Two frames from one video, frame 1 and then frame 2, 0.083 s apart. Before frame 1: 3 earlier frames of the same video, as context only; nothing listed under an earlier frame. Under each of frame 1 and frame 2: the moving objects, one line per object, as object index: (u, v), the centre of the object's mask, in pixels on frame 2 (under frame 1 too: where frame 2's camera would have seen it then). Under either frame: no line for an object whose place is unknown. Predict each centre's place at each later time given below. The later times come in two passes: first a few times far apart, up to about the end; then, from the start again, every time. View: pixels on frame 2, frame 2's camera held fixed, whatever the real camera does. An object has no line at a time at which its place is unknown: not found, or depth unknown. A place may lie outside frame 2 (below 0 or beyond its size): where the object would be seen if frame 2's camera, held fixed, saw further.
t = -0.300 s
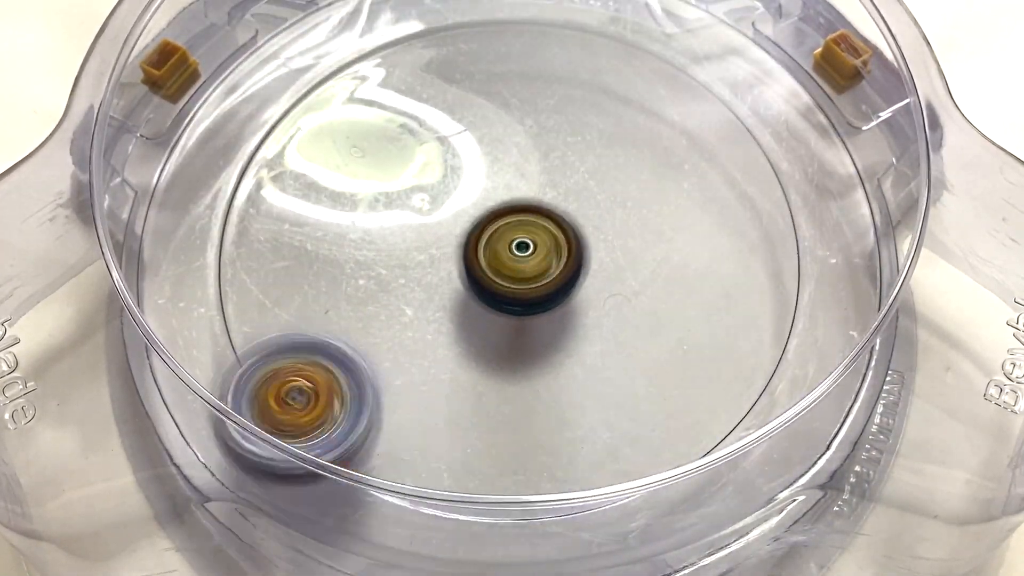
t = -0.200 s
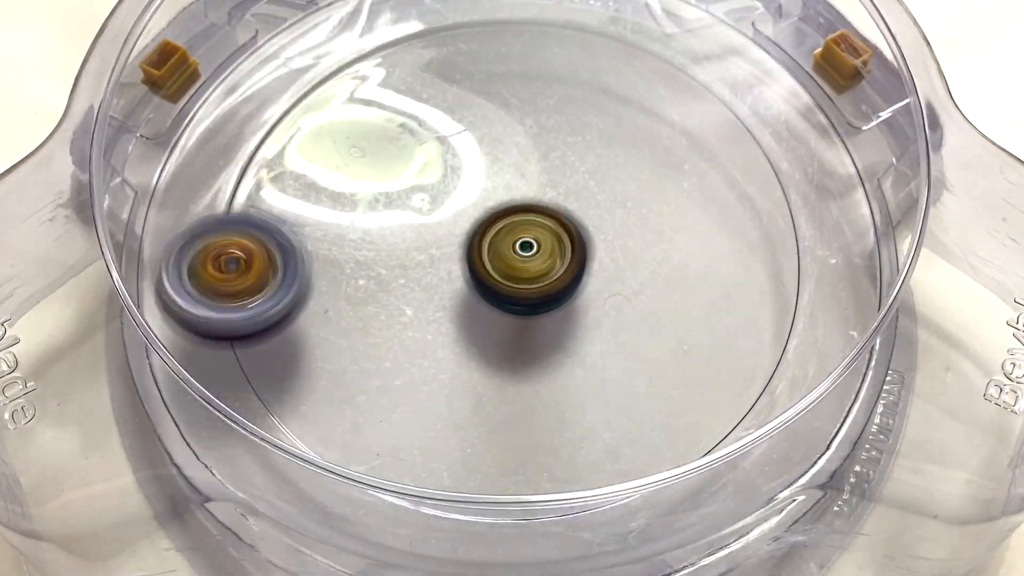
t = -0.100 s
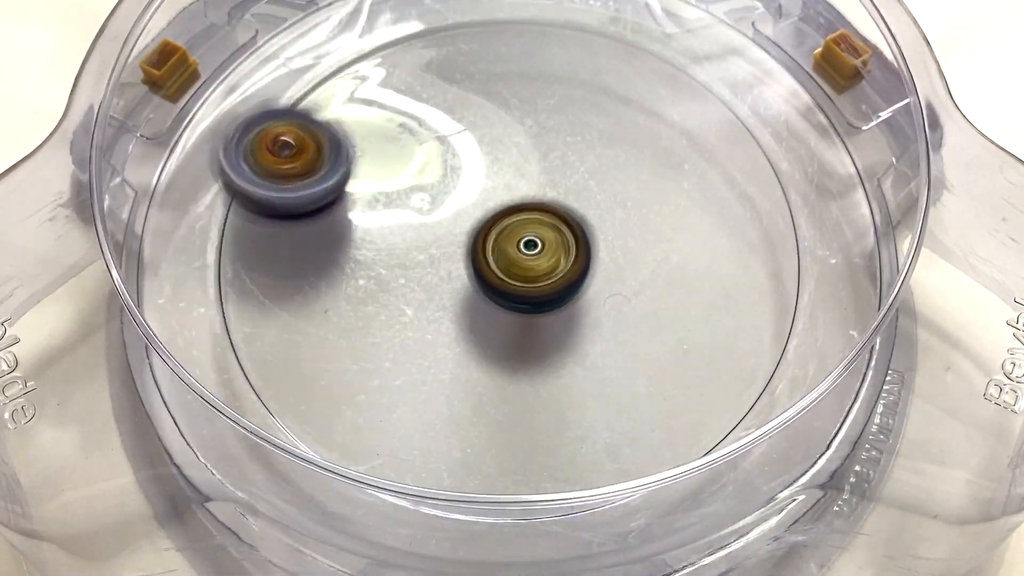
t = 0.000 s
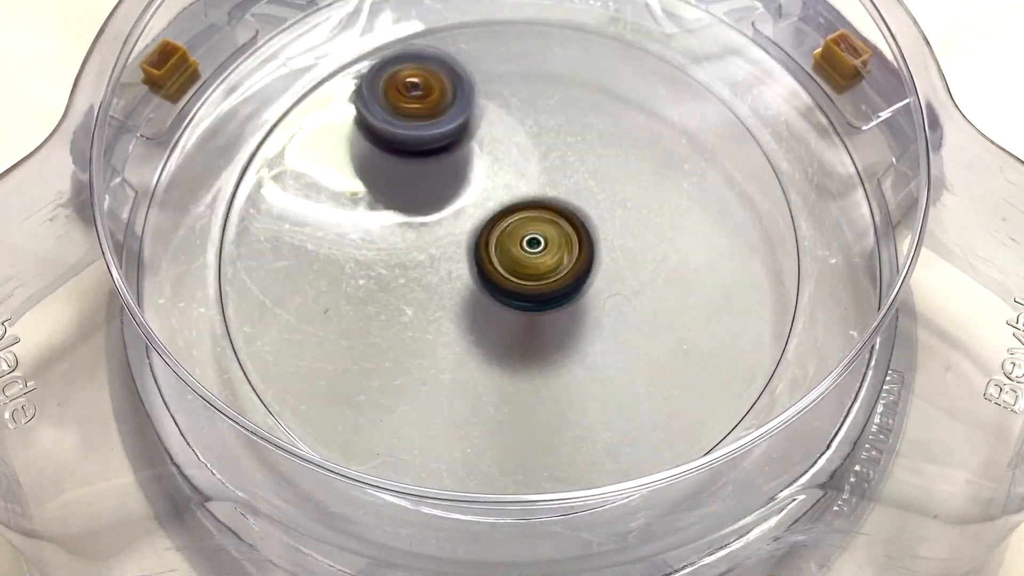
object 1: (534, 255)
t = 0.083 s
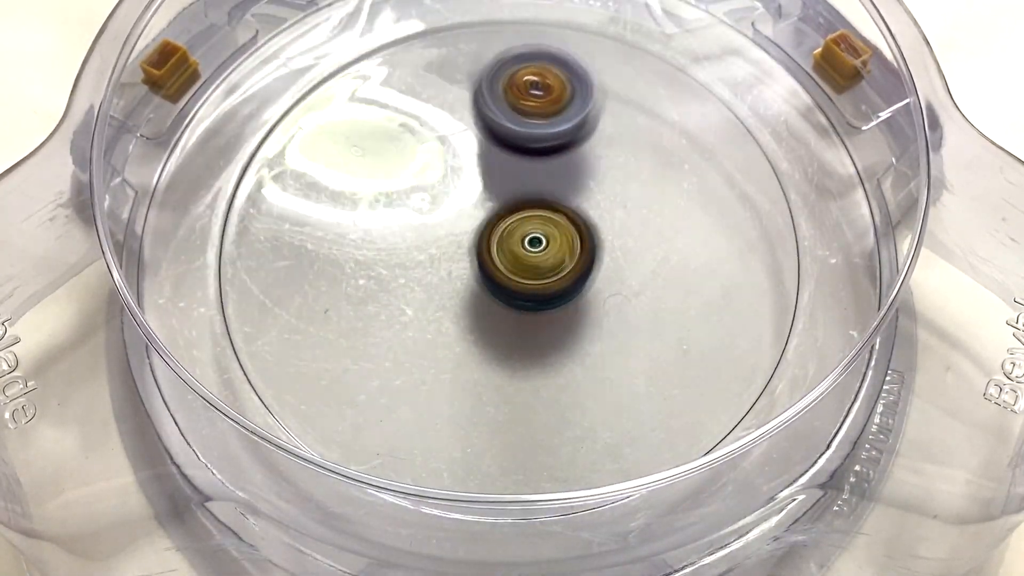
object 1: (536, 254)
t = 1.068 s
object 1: (526, 236)
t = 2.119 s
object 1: (510, 245)
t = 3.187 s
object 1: (523, 255)
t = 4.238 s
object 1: (569, 242)
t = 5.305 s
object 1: (420, 328)
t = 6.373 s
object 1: (595, 190)
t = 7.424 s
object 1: (567, 269)
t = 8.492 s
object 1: (498, 343)
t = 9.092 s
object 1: (486, 305)
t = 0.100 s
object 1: (535, 254)
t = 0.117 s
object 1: (536, 253)
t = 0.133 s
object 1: (536, 253)
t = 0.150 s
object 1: (537, 253)
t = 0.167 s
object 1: (537, 253)
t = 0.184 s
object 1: (537, 253)
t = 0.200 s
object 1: (537, 252)
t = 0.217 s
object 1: (537, 252)
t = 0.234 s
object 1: (538, 252)
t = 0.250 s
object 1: (538, 251)
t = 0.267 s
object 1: (538, 251)
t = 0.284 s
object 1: (538, 251)
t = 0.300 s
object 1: (537, 250)
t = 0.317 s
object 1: (538, 250)
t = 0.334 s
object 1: (538, 250)
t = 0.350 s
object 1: (538, 250)
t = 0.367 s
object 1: (537, 250)
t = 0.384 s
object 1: (537, 249)
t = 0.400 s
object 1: (537, 249)
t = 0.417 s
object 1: (537, 248)
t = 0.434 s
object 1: (537, 248)
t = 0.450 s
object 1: (537, 248)
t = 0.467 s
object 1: (537, 248)
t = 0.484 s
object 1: (536, 246)
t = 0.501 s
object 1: (536, 245)
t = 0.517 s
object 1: (536, 245)
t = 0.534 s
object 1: (536, 245)
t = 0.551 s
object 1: (536, 244)
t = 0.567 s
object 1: (536, 244)
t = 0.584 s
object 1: (535, 243)
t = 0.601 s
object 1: (535, 243)
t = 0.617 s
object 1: (535, 242)
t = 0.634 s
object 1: (535, 242)
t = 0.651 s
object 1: (535, 241)
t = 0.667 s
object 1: (535, 241)
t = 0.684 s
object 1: (534, 240)
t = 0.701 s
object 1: (535, 240)
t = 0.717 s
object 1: (534, 239)
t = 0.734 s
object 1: (534, 239)
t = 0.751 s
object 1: (533, 239)
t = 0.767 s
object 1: (533, 238)
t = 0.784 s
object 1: (533, 238)
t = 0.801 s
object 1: (532, 238)
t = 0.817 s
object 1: (532, 238)
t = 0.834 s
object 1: (531, 238)
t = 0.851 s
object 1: (530, 237)
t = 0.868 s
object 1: (530, 237)
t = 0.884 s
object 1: (530, 237)
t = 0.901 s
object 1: (530, 237)
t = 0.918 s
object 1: (530, 237)
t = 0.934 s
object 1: (529, 237)
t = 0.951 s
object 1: (528, 236)
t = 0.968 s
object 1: (528, 236)
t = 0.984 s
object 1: (528, 236)
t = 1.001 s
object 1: (528, 237)
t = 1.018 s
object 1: (527, 237)
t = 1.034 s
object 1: (526, 236)
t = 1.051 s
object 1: (526, 236)
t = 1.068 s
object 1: (526, 236)
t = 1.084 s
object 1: (525, 237)
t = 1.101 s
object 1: (524, 237)
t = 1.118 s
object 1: (524, 236)
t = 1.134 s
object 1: (524, 236)
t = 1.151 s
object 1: (524, 237)
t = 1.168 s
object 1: (523, 237)
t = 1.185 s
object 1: (522, 237)
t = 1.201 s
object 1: (522, 237)
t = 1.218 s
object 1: (522, 237)
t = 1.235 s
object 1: (522, 237)
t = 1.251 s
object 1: (521, 238)
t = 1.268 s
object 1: (520, 238)
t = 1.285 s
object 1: (519, 238)
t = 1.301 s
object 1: (518, 238)
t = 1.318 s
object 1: (518, 239)
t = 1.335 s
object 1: (517, 239)
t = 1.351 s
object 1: (516, 239)
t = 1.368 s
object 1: (515, 239)
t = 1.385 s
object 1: (514, 240)
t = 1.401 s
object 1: (514, 240)
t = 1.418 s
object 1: (513, 240)
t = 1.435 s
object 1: (512, 240)
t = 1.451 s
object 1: (511, 240)
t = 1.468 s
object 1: (511, 240)
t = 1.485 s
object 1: (510, 240)
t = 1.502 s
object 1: (509, 240)
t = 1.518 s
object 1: (508, 240)
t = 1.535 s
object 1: (507, 239)
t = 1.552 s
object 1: (507, 239)
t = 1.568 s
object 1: (507, 239)
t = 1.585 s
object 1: (506, 240)
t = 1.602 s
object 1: (506, 240)
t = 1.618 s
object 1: (506, 239)
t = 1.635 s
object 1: (505, 240)
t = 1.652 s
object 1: (505, 240)
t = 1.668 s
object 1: (505, 240)
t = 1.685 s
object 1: (505, 240)
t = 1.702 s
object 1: (505, 240)
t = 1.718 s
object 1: (505, 241)
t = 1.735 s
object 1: (505, 241)
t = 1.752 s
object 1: (505, 241)
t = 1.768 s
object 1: (505, 241)
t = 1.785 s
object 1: (505, 241)
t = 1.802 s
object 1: (505, 241)
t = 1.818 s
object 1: (505, 241)
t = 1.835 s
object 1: (505, 241)
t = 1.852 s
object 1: (506, 241)
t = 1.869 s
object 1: (506, 241)
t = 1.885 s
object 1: (505, 242)
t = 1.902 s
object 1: (505, 241)
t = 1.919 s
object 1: (505, 242)
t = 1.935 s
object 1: (506, 242)
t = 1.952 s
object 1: (506, 242)
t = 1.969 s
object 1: (506, 242)
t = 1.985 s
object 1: (506, 242)
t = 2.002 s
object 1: (507, 243)
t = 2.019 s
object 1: (507, 244)
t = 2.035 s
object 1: (507, 244)
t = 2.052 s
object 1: (507, 244)
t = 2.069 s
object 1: (508, 244)
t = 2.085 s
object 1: (509, 245)
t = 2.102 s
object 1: (509, 245)
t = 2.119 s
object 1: (510, 245)
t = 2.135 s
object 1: (510, 245)
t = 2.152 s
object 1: (511, 246)
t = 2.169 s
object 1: (512, 247)
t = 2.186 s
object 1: (512, 247)
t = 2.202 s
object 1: (512, 247)
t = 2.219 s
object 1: (513, 248)
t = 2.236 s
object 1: (514, 249)
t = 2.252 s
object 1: (514, 250)
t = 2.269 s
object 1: (514, 250)
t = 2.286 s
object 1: (514, 251)
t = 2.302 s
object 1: (515, 251)
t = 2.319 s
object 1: (515, 252)
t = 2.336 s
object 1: (515, 253)
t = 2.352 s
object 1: (516, 253)
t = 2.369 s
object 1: (516, 254)
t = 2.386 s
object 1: (517, 255)
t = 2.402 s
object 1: (517, 255)
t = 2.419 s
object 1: (517, 255)
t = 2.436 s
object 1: (518, 256)
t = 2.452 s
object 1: (518, 256)
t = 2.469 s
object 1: (518, 256)
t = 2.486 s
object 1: (518, 256)
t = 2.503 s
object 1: (519, 257)
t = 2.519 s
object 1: (519, 257)
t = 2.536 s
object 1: (519, 257)
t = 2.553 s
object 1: (519, 257)
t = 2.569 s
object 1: (519, 257)
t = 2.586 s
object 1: (519, 257)
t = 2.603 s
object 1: (519, 256)
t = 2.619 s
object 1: (520, 255)
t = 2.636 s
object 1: (520, 254)
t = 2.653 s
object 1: (521, 254)
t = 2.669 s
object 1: (522, 254)
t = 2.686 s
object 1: (522, 255)
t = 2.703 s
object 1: (522, 255)
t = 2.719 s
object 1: (522, 256)
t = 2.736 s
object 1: (522, 256)
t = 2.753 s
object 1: (522, 256)
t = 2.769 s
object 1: (522, 255)
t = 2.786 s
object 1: (522, 255)
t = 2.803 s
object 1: (522, 255)
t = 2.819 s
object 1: (522, 255)
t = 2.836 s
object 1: (522, 255)
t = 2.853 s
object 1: (522, 255)
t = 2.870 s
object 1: (521, 255)
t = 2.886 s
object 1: (521, 255)
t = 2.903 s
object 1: (521, 255)
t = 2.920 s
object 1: (521, 255)
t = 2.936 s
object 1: (521, 255)
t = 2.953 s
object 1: (521, 255)
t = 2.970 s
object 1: (521, 256)
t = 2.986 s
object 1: (522, 256)
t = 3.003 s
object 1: (522, 256)
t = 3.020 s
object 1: (522, 256)
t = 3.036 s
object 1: (523, 255)
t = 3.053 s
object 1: (523, 255)
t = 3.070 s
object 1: (523, 255)
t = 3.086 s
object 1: (524, 254)
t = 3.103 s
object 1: (524, 255)
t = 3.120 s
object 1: (523, 254)
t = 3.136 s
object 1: (523, 254)
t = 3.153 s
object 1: (523, 254)
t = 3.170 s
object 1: (523, 255)
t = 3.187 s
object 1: (523, 255)
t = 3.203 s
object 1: (523, 255)
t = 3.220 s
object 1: (523, 255)
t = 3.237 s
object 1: (524, 255)
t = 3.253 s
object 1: (523, 256)
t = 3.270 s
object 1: (523, 256)
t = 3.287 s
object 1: (524, 256)
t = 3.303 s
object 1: (524, 257)
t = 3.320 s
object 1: (524, 257)
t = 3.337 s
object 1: (525, 256)
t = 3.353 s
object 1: (525, 257)
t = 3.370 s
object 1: (526, 257)
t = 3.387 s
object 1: (526, 257)
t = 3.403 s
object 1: (527, 257)
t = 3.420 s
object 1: (527, 258)
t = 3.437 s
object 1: (525, 260)
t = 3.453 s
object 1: (524, 260)
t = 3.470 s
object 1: (524, 260)
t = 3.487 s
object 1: (523, 261)
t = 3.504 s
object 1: (522, 261)
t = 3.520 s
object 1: (521, 261)
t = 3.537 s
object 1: (521, 261)
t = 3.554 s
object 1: (521, 261)
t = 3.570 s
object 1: (520, 260)
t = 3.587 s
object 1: (520, 260)
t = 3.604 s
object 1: (521, 260)
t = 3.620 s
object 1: (520, 260)
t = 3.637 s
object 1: (520, 260)
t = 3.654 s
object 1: (521, 260)
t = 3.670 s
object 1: (520, 260)
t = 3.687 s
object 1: (519, 259)
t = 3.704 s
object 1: (519, 259)
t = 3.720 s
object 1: (519, 259)
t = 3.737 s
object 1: (519, 259)
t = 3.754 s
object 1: (519, 258)
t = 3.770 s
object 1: (519, 258)
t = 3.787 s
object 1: (520, 258)
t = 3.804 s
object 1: (519, 258)
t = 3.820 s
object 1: (520, 257)
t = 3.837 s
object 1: (520, 256)
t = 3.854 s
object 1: (520, 256)
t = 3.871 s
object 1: (520, 255)
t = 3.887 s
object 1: (520, 255)
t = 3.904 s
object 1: (521, 255)
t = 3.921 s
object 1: (521, 254)
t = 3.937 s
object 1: (521, 254)
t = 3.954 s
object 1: (522, 253)
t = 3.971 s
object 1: (521, 253)
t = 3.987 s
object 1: (522, 252)
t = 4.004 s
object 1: (522, 251)
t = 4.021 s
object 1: (523, 251)
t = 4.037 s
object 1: (522, 250)
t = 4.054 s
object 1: (526, 249)
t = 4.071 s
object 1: (536, 249)
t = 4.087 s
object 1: (543, 247)
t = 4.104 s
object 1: (550, 244)
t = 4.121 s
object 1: (556, 241)
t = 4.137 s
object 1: (559, 241)
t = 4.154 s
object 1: (563, 242)
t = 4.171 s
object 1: (566, 243)
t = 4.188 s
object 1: (567, 242)
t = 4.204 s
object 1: (568, 241)
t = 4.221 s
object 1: (568, 242)
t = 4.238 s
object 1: (569, 242)
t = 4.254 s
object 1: (569, 243)
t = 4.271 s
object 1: (569, 243)
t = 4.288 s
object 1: (568, 244)
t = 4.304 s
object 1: (568, 243)
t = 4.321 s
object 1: (567, 244)
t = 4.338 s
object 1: (566, 245)
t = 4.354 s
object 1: (566, 245)
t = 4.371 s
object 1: (564, 245)
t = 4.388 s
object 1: (565, 258)
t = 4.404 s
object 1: (569, 271)
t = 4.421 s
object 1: (571, 281)
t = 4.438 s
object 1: (572, 288)
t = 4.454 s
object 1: (574, 300)
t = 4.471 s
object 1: (575, 310)
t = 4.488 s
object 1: (574, 315)
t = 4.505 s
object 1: (573, 319)
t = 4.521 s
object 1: (571, 321)
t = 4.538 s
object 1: (569, 323)
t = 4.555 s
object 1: (567, 325)
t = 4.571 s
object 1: (564, 326)
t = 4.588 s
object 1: (563, 326)
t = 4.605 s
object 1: (562, 326)
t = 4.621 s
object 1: (560, 326)
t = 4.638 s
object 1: (559, 325)
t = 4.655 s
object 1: (557, 326)
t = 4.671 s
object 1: (556, 325)
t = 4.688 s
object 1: (555, 325)
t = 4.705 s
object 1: (552, 324)
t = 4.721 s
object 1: (552, 323)
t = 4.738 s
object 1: (550, 323)
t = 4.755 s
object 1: (539, 331)
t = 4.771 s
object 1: (522, 347)
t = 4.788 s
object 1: (503, 361)
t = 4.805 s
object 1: (488, 371)
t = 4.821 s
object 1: (473, 377)
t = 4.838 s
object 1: (458, 380)
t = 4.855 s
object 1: (444, 385)
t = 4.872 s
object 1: (430, 388)
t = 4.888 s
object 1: (419, 388)
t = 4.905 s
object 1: (408, 388)
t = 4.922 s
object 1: (398, 385)
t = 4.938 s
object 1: (390, 383)
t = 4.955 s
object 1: (383, 380)
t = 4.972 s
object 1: (380, 377)
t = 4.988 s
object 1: (377, 374)
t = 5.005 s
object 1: (376, 370)
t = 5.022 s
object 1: (376, 367)
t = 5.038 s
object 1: (376, 365)
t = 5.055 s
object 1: (378, 362)
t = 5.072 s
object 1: (378, 359)
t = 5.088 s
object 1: (381, 355)
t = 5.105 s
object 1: (382, 353)
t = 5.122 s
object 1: (384, 351)
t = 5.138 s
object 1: (387, 348)
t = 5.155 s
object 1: (389, 346)
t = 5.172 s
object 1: (393, 343)
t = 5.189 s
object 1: (395, 341)
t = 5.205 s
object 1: (399, 339)
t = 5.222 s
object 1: (402, 338)
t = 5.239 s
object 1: (405, 335)
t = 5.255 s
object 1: (409, 333)
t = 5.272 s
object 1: (412, 332)
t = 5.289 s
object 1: (416, 329)
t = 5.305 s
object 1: (420, 328)
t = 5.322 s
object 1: (423, 326)
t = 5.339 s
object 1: (427, 324)
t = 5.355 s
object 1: (431, 322)
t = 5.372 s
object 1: (435, 320)
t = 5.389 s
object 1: (438, 319)
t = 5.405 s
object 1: (442, 317)
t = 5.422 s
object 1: (446, 316)
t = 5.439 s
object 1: (449, 314)
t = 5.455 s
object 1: (452, 312)
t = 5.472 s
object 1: (456, 310)
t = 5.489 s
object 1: (460, 309)
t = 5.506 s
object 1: (464, 307)
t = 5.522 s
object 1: (467, 305)
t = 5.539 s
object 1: (470, 304)
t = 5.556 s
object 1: (473, 301)
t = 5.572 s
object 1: (478, 300)
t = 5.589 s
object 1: (479, 302)
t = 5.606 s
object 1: (466, 361)
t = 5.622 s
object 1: (444, 414)
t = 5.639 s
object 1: (422, 470)
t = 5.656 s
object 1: (408, 510)
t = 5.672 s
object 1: (395, 508)
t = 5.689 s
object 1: (397, 476)
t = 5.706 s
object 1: (400, 432)
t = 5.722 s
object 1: (401, 416)
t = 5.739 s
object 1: (403, 395)
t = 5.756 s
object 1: (404, 375)
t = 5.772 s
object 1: (408, 347)
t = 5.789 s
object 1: (412, 319)
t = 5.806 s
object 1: (418, 297)
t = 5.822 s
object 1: (425, 278)
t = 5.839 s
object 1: (432, 262)
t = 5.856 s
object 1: (440, 242)
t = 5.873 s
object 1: (449, 225)
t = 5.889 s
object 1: (458, 210)
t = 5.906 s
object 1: (466, 198)
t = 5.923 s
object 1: (474, 187)
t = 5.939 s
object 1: (483, 176)
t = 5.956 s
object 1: (491, 166)
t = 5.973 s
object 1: (498, 158)
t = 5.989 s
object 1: (504, 151)
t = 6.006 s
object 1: (511, 143)
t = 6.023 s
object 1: (517, 135)
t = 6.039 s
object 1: (525, 134)
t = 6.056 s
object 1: (534, 144)
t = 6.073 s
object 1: (543, 152)
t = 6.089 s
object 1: (554, 155)
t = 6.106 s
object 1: (561, 159)
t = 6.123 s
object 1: (568, 165)
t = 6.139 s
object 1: (575, 170)
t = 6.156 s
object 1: (581, 174)
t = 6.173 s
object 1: (585, 177)
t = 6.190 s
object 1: (587, 178)
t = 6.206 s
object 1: (589, 181)
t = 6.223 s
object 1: (591, 185)
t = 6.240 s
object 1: (591, 185)
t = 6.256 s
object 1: (592, 185)
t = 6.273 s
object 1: (594, 185)
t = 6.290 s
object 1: (594, 187)
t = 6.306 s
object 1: (594, 187)
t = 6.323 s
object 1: (593, 187)
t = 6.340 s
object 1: (594, 189)
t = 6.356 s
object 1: (594, 190)
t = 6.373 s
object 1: (595, 190)
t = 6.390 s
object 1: (595, 191)
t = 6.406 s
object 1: (596, 193)
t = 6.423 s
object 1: (596, 193)
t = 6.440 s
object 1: (596, 193)
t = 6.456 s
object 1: (596, 195)
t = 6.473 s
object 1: (595, 196)
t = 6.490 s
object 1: (594, 198)
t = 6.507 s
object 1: (594, 199)
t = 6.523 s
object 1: (593, 201)
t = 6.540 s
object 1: (591, 202)
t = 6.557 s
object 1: (591, 206)
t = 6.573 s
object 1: (590, 209)
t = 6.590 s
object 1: (588, 211)
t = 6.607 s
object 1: (588, 213)
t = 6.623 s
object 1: (587, 217)
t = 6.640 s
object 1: (585, 220)
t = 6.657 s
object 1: (585, 222)
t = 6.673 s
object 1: (585, 226)
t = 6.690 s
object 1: (583, 230)
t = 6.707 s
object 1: (581, 232)
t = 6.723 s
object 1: (583, 235)
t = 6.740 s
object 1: (582, 238)
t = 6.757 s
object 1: (581, 240)
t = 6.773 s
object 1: (582, 243)
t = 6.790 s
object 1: (582, 246)
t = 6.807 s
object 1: (581, 247)
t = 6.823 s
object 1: (583, 248)
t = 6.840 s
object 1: (584, 252)
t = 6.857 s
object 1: (582, 253)
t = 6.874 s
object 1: (584, 253)
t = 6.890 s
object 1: (585, 255)
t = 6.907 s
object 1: (583, 255)
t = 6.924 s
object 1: (585, 255)
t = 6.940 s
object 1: (586, 256)
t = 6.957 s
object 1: (583, 256)
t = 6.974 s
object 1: (584, 256)
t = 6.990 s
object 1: (585, 256)
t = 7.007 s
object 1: (583, 257)
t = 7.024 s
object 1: (584, 257)
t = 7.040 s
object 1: (583, 257)
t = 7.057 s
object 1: (580, 258)
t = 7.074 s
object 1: (580, 258)
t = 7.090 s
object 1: (581, 259)
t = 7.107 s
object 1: (578, 260)
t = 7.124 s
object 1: (578, 261)
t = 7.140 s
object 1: (578, 261)
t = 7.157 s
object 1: (577, 262)
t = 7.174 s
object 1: (578, 262)
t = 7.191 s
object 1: (578, 263)
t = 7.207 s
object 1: (577, 264)
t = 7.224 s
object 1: (577, 264)
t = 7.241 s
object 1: (578, 265)
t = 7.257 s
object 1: (577, 265)
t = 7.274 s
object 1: (576, 265)
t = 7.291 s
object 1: (577, 266)
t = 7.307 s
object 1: (576, 266)
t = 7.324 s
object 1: (575, 265)
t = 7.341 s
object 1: (575, 267)
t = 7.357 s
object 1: (573, 268)
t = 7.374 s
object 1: (572, 267)
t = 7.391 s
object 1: (572, 268)
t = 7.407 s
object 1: (570, 269)
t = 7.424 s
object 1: (567, 269)
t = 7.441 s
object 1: (552, 259)
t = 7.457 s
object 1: (537, 247)
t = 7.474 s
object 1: (524, 233)
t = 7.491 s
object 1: (510, 221)
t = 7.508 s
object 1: (497, 210)
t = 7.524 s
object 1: (486, 202)
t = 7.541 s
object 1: (476, 196)
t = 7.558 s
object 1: (467, 190)
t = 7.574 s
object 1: (459, 185)
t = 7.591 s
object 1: (453, 181)
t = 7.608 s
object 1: (449, 179)
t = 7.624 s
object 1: (444, 179)
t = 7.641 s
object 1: (441, 179)
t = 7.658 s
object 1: (440, 180)
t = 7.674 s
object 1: (439, 182)
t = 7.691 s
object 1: (439, 183)
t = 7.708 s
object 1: (438, 186)
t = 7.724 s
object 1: (437, 188)
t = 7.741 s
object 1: (437, 193)
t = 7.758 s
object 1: (436, 194)
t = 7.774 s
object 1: (436, 198)
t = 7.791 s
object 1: (437, 199)
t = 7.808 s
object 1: (437, 203)
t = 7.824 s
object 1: (439, 206)
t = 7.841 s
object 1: (439, 209)
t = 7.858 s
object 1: (444, 214)
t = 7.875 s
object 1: (446, 217)
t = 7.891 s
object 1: (451, 221)
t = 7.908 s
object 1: (455, 223)
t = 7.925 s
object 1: (459, 225)
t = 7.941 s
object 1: (465, 227)
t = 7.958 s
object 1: (466, 228)
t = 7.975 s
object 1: (474, 229)
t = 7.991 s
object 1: (475, 230)
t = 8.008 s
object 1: (482, 232)
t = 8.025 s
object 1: (485, 232)
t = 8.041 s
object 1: (483, 256)
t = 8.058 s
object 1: (480, 283)
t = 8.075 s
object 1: (481, 309)
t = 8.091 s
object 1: (482, 336)
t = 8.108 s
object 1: (481, 356)
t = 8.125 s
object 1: (480, 379)
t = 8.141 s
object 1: (478, 398)
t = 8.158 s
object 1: (476, 417)
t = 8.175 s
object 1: (472, 429)
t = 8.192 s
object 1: (467, 435)
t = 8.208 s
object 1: (462, 438)
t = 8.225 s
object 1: (461, 441)
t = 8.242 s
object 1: (458, 454)
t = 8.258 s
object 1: (458, 440)
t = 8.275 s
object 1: (456, 439)
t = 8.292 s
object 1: (454, 436)
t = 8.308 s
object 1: (451, 432)
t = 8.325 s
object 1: (448, 427)
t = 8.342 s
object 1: (445, 422)
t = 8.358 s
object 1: (445, 414)
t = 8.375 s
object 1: (448, 403)
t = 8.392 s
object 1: (453, 392)
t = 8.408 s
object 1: (459, 384)
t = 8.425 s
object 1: (466, 375)
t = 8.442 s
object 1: (473, 367)
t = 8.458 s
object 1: (481, 359)
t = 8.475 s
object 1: (489, 350)
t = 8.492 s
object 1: (498, 343)
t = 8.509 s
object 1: (507, 337)
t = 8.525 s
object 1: (515, 333)
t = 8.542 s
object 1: (522, 329)
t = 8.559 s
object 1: (528, 326)
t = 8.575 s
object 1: (533, 324)
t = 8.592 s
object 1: (536, 322)
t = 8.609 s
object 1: (538, 321)
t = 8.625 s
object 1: (539, 319)
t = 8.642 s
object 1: (538, 318)
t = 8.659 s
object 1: (537, 317)
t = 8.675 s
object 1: (536, 316)
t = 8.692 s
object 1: (534, 315)
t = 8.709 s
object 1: (533, 314)
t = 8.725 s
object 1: (532, 313)
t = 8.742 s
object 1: (530, 311)
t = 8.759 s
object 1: (528, 310)
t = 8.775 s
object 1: (526, 309)
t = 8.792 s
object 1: (524, 307)
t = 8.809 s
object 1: (521, 306)
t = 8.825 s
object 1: (518, 305)
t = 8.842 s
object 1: (516, 304)
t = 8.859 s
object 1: (513, 304)
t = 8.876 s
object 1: (510, 303)
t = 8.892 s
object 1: (506, 303)
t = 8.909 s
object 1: (503, 302)
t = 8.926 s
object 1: (500, 302)
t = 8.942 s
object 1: (497, 302)
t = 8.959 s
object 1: (494, 303)
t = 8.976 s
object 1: (493, 303)
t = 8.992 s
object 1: (491, 304)
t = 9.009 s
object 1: (489, 304)
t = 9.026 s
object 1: (487, 305)
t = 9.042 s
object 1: (486, 305)
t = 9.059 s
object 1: (485, 306)
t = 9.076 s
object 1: (485, 306)
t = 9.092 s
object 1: (486, 305)
